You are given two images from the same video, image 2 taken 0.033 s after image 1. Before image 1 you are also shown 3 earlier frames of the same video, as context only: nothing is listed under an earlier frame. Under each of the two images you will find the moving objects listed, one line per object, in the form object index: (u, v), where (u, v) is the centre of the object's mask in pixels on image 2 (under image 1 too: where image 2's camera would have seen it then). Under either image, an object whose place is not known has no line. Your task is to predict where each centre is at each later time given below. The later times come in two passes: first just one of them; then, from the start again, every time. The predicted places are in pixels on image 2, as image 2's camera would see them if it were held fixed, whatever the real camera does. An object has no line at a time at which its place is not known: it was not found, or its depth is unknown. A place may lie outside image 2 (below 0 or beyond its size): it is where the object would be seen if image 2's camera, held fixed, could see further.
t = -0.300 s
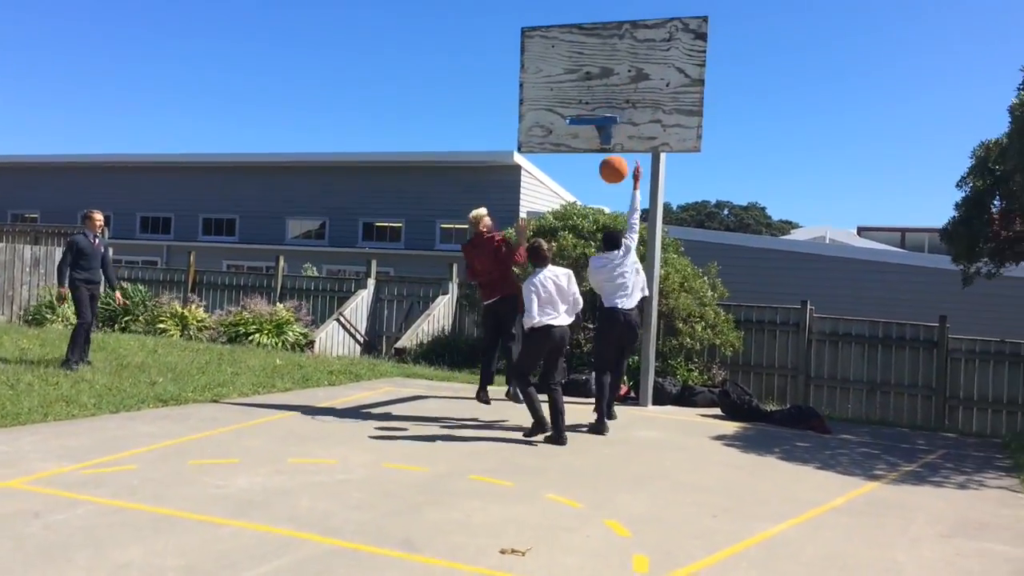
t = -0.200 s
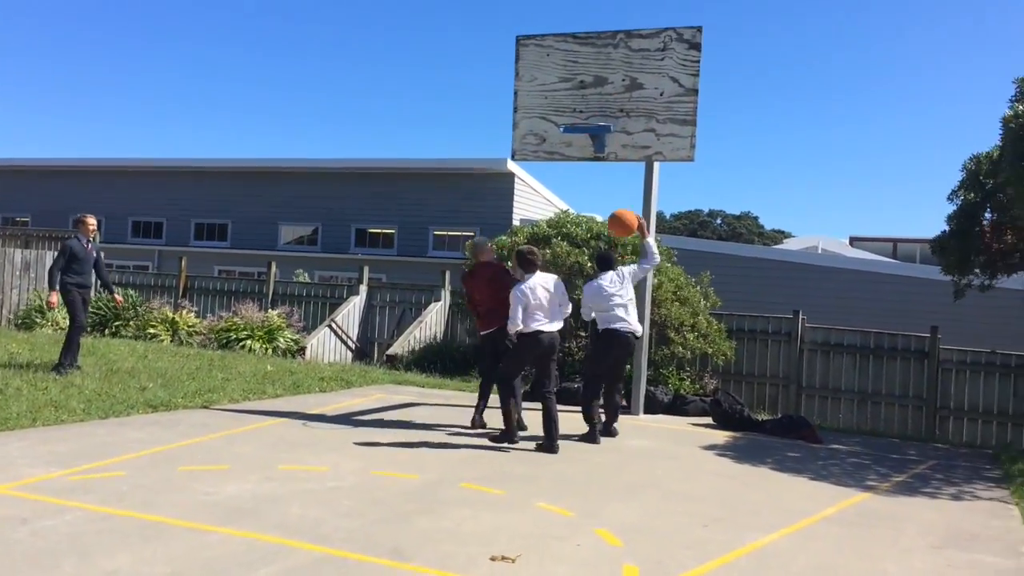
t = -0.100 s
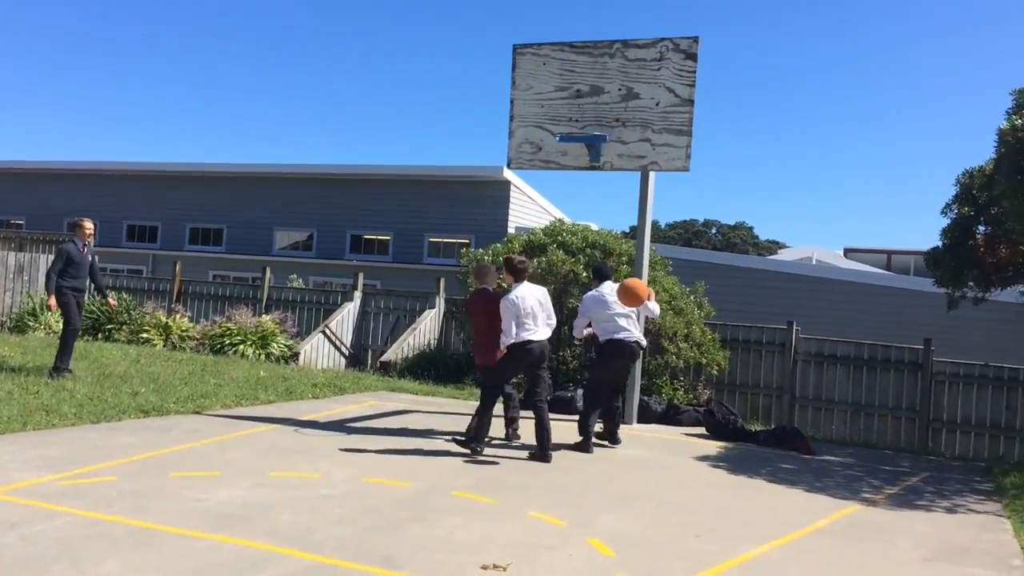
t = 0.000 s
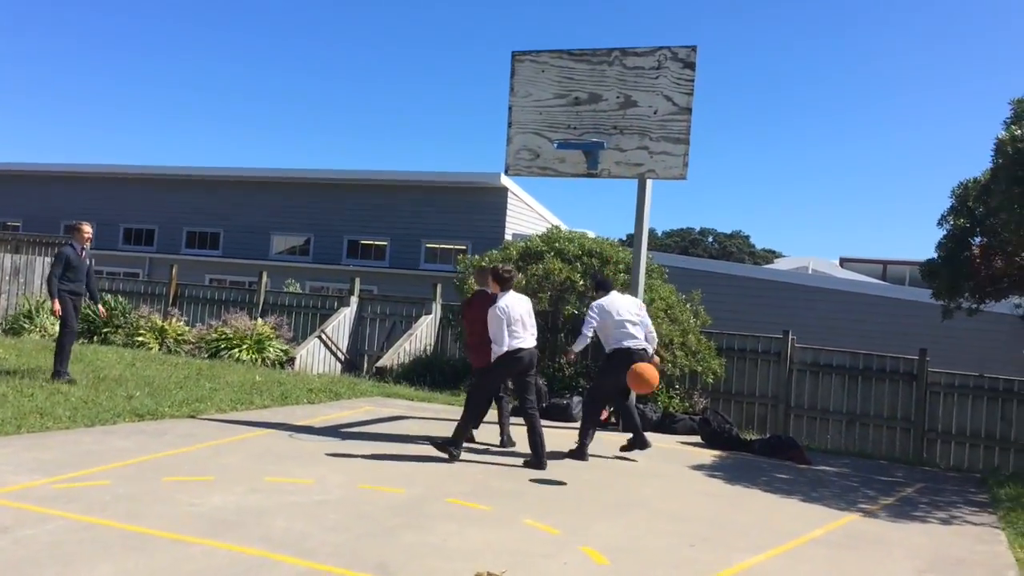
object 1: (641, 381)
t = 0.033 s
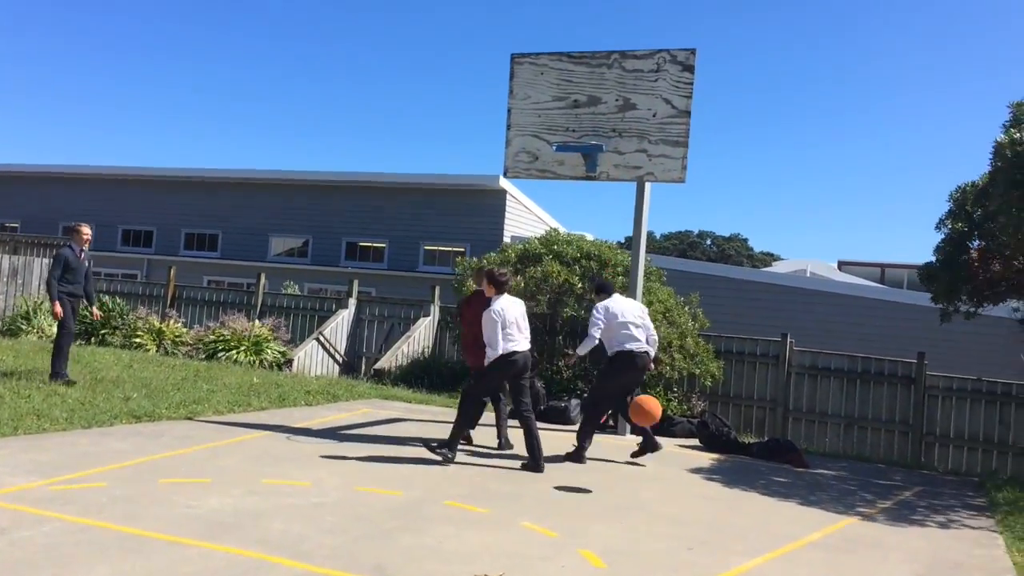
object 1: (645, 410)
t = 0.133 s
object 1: (660, 475)
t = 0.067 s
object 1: (649, 442)
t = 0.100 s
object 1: (654, 476)
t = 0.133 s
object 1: (660, 475)
